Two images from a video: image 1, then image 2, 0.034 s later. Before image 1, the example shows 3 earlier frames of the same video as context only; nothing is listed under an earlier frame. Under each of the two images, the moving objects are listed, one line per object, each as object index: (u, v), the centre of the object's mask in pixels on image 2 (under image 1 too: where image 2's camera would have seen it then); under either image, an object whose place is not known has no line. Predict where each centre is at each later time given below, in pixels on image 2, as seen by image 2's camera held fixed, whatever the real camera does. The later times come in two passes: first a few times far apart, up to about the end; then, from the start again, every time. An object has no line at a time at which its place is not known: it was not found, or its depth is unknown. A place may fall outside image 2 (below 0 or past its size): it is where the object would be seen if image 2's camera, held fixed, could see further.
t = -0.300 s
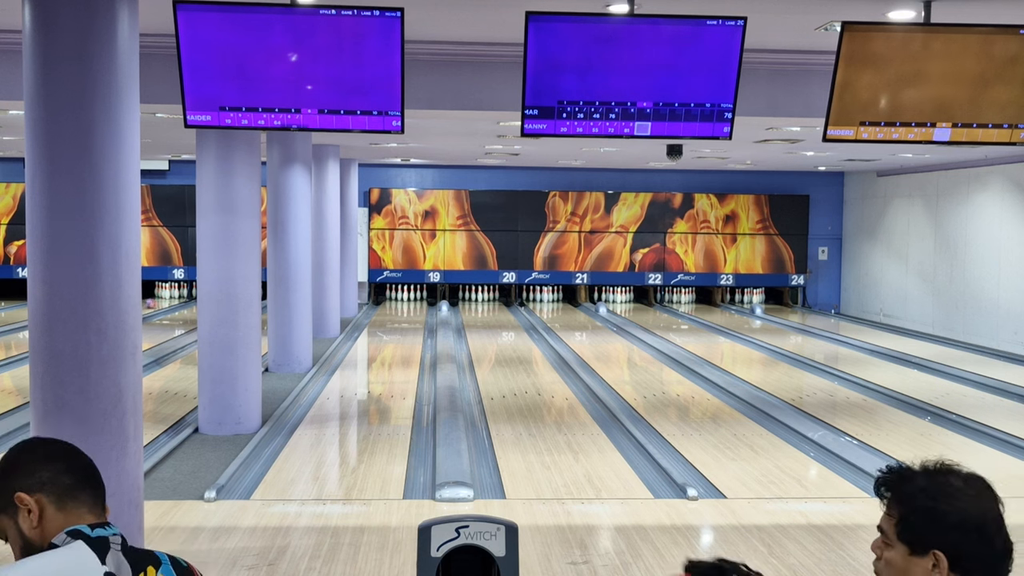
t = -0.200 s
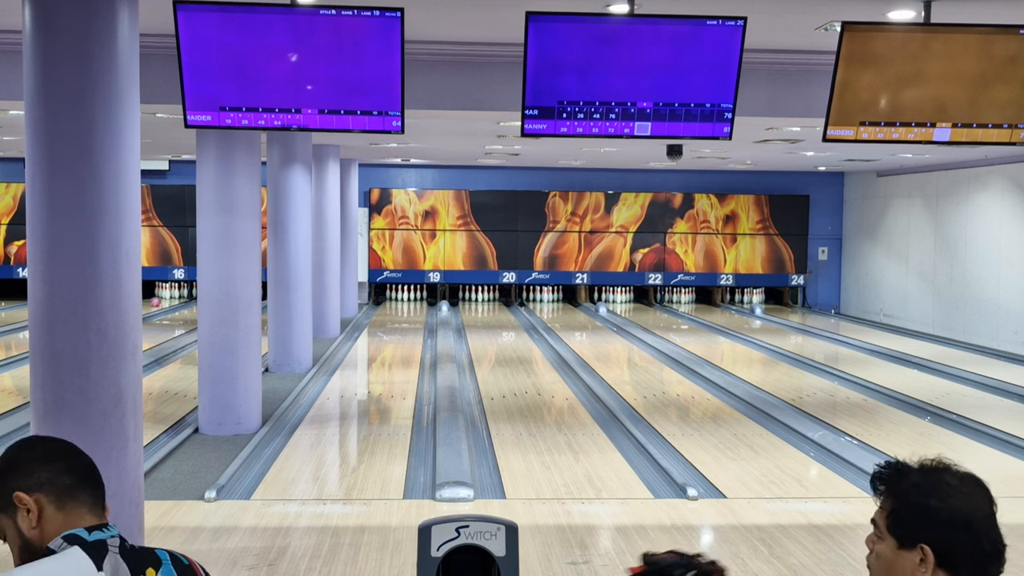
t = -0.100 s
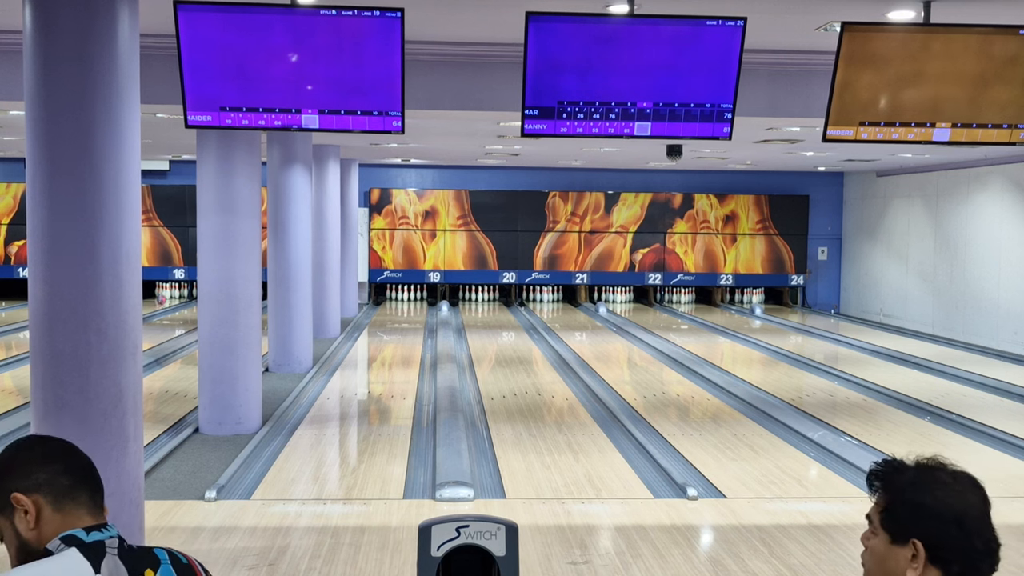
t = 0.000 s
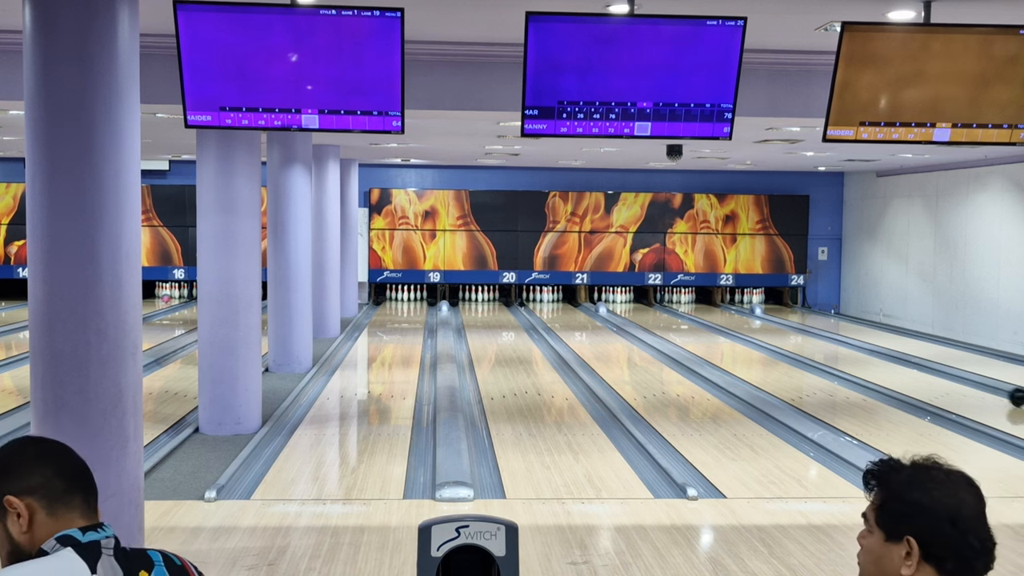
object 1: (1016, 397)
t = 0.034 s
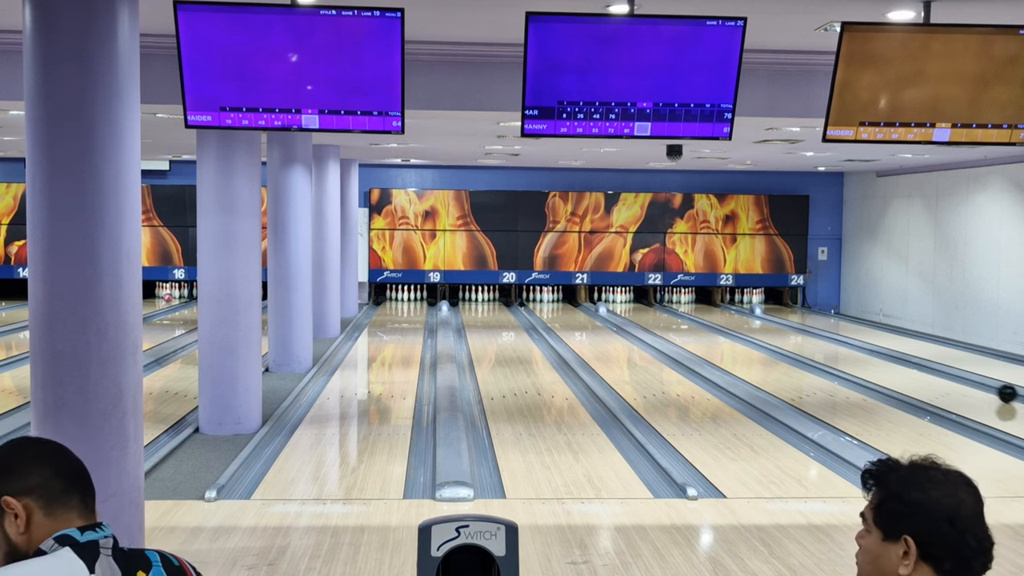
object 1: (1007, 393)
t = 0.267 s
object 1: (939, 372)
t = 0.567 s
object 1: (874, 351)
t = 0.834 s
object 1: (829, 338)
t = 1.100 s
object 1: (792, 327)
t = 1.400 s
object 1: (758, 316)
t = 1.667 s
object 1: (731, 309)
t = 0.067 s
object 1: (996, 390)
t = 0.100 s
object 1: (985, 386)
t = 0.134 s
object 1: (975, 383)
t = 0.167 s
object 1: (966, 380)
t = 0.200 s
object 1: (957, 377)
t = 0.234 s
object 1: (948, 375)
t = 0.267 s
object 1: (939, 372)
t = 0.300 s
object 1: (931, 369)
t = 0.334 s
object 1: (923, 367)
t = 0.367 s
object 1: (915, 365)
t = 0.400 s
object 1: (908, 362)
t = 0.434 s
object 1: (901, 360)
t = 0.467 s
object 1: (894, 357)
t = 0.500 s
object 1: (887, 355)
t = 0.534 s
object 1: (880, 354)
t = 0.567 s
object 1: (874, 351)
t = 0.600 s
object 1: (868, 349)
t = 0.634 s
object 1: (862, 348)
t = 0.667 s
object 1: (856, 346)
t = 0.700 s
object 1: (850, 344)
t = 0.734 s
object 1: (845, 342)
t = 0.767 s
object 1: (839, 341)
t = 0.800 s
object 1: (834, 339)
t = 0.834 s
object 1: (829, 338)
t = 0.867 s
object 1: (824, 336)
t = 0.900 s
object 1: (819, 335)
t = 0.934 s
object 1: (815, 333)
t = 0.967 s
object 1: (810, 332)
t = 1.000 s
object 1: (805, 331)
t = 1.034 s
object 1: (801, 329)
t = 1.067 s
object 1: (797, 328)
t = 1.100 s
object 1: (792, 327)
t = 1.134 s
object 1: (788, 326)
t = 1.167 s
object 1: (784, 325)
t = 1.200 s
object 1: (780, 323)
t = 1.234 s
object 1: (776, 322)
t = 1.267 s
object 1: (772, 321)
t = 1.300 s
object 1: (769, 320)
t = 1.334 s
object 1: (765, 319)
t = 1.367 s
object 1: (762, 318)
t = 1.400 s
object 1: (758, 316)
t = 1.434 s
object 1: (755, 315)
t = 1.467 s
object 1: (751, 315)
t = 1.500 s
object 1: (748, 314)
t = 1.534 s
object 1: (744, 313)
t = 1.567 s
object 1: (741, 312)
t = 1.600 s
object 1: (737, 311)
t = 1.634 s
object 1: (734, 310)
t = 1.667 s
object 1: (731, 309)
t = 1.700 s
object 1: (728, 309)
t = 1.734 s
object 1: (725, 308)
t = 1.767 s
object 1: (722, 307)
